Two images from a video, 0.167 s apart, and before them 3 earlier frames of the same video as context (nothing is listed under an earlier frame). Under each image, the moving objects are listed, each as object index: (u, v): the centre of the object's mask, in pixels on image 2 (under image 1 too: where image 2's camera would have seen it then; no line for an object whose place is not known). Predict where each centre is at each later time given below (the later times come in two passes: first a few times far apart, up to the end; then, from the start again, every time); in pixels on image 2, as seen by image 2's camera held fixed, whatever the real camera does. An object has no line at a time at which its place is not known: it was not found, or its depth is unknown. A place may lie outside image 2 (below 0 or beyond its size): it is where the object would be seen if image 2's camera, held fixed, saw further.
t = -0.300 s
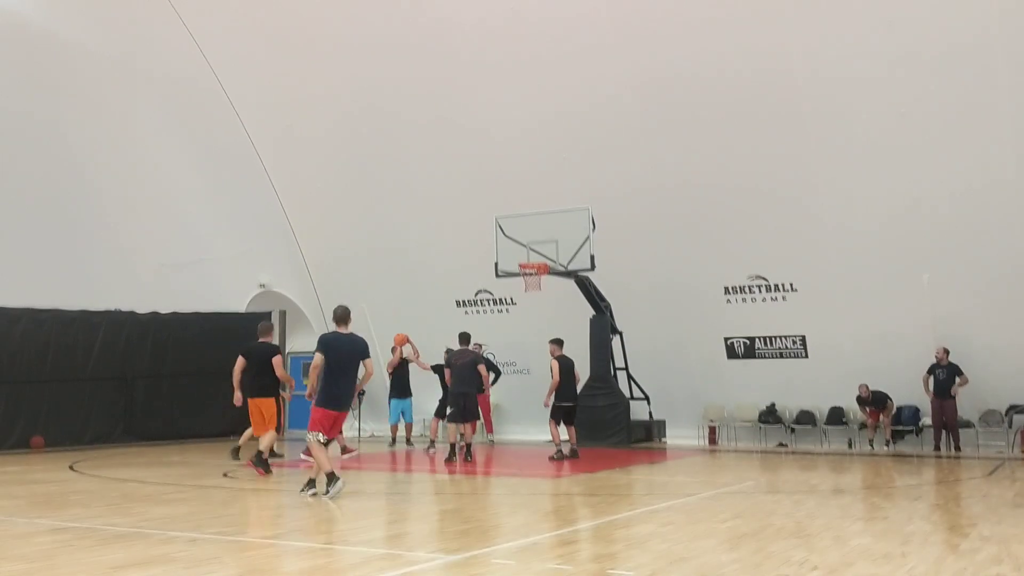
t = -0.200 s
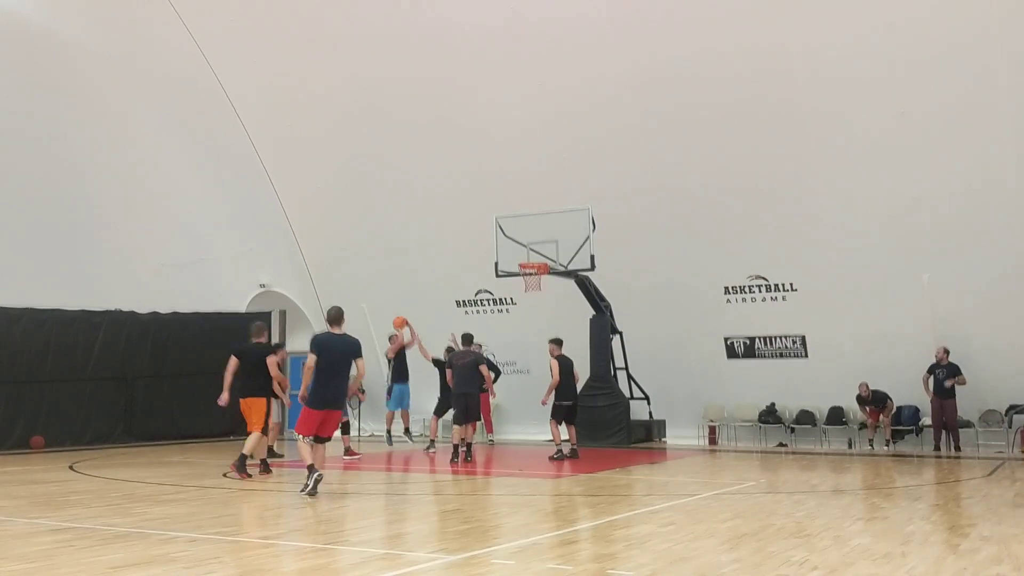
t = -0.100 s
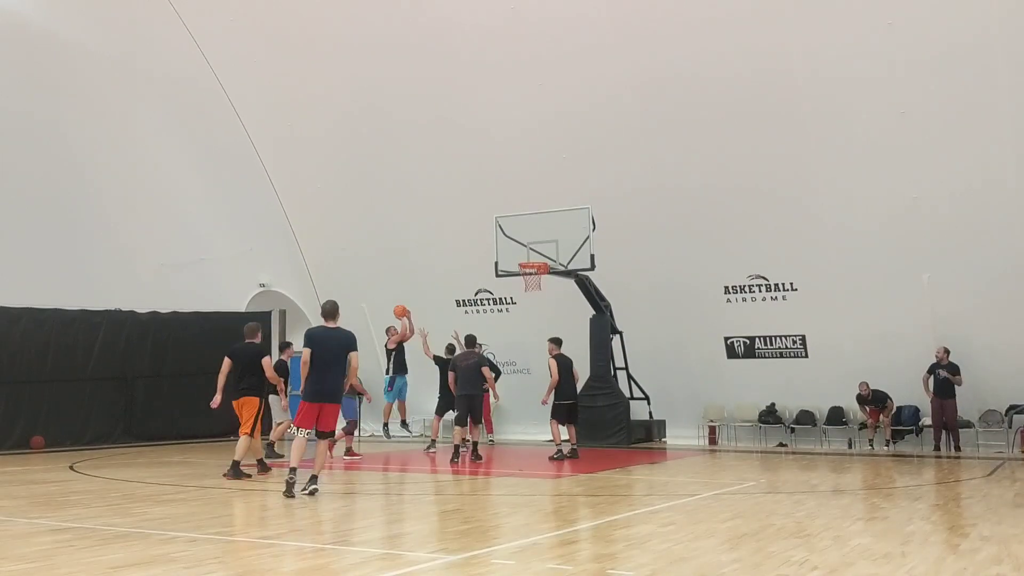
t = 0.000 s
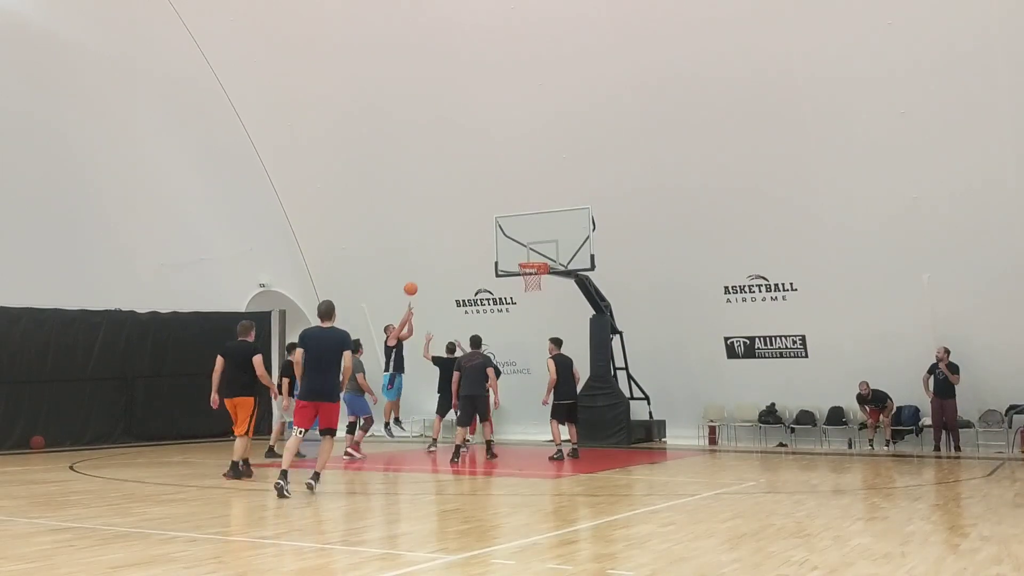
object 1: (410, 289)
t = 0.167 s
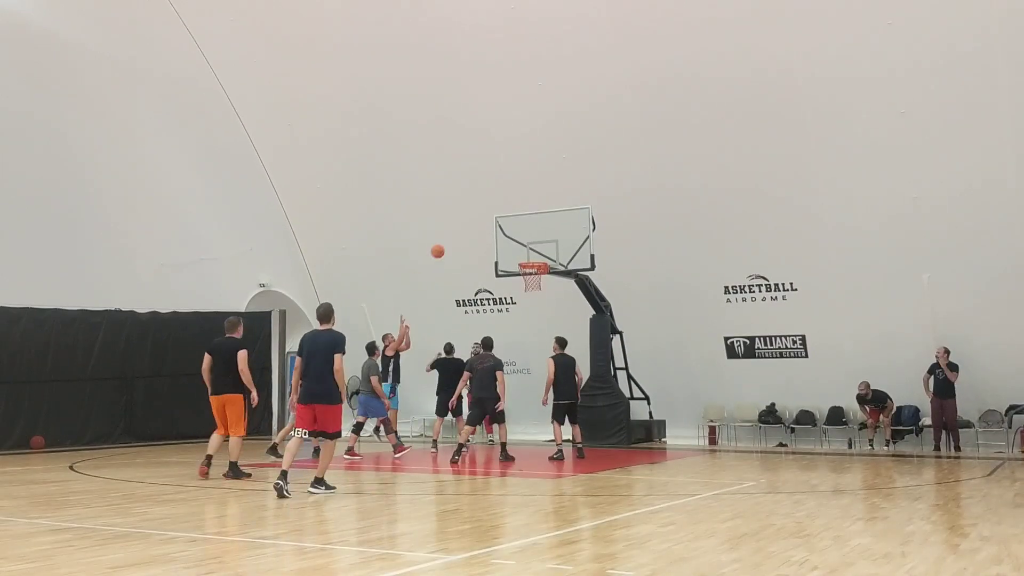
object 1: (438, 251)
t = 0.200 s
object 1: (443, 245)
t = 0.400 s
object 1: (476, 223)
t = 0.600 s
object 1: (510, 223)
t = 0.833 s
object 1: (550, 253)
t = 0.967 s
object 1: (575, 283)
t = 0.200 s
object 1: (443, 245)
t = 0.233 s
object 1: (449, 240)
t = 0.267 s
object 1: (454, 236)
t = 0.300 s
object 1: (459, 232)
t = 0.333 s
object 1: (465, 228)
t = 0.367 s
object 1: (470, 225)
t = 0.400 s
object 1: (476, 223)
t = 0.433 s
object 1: (481, 222)
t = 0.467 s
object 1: (487, 221)
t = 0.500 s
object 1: (493, 220)
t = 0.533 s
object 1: (498, 221)
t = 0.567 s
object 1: (504, 222)
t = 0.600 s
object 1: (510, 223)
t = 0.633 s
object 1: (515, 225)
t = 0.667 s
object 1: (521, 228)
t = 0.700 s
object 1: (527, 231)
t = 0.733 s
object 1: (533, 236)
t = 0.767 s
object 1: (539, 241)
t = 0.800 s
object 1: (544, 246)
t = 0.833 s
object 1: (550, 253)
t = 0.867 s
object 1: (556, 259)
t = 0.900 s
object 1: (562, 267)
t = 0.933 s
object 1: (569, 275)
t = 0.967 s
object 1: (575, 283)
